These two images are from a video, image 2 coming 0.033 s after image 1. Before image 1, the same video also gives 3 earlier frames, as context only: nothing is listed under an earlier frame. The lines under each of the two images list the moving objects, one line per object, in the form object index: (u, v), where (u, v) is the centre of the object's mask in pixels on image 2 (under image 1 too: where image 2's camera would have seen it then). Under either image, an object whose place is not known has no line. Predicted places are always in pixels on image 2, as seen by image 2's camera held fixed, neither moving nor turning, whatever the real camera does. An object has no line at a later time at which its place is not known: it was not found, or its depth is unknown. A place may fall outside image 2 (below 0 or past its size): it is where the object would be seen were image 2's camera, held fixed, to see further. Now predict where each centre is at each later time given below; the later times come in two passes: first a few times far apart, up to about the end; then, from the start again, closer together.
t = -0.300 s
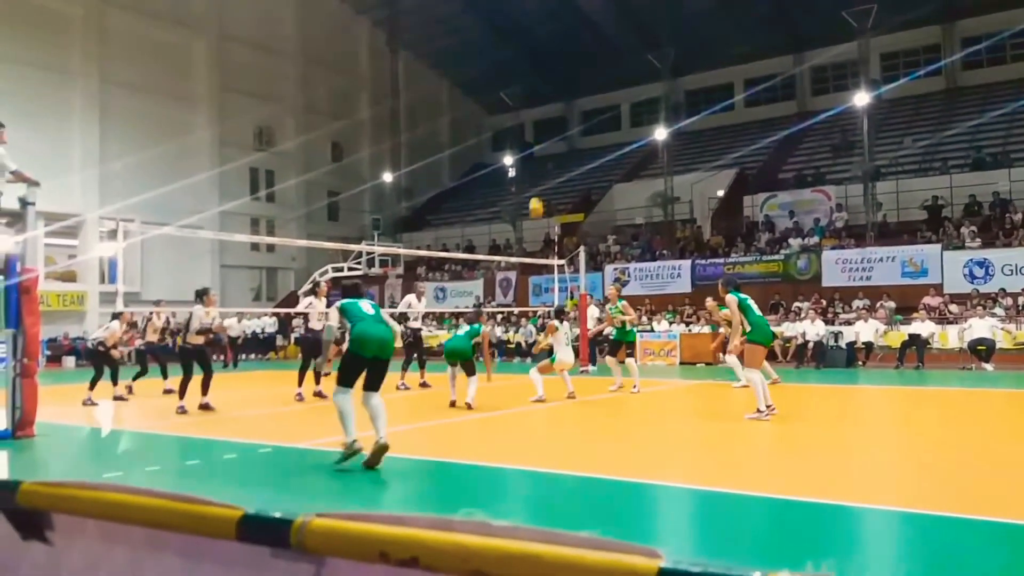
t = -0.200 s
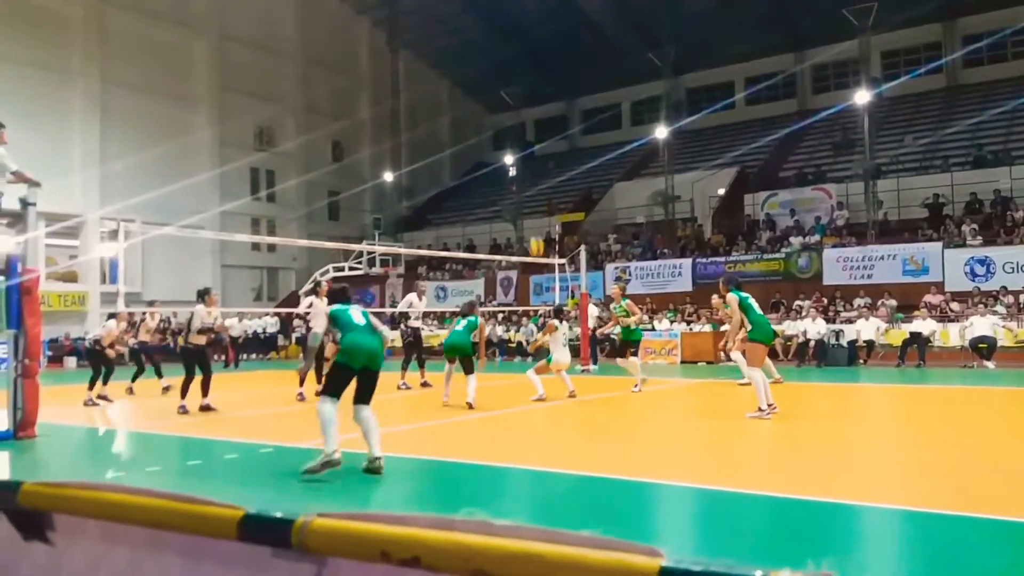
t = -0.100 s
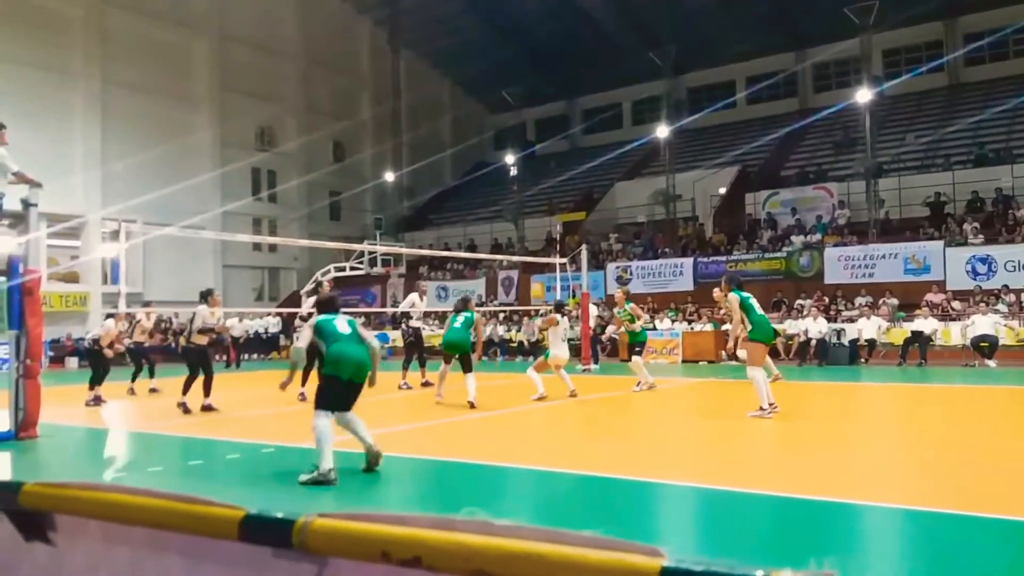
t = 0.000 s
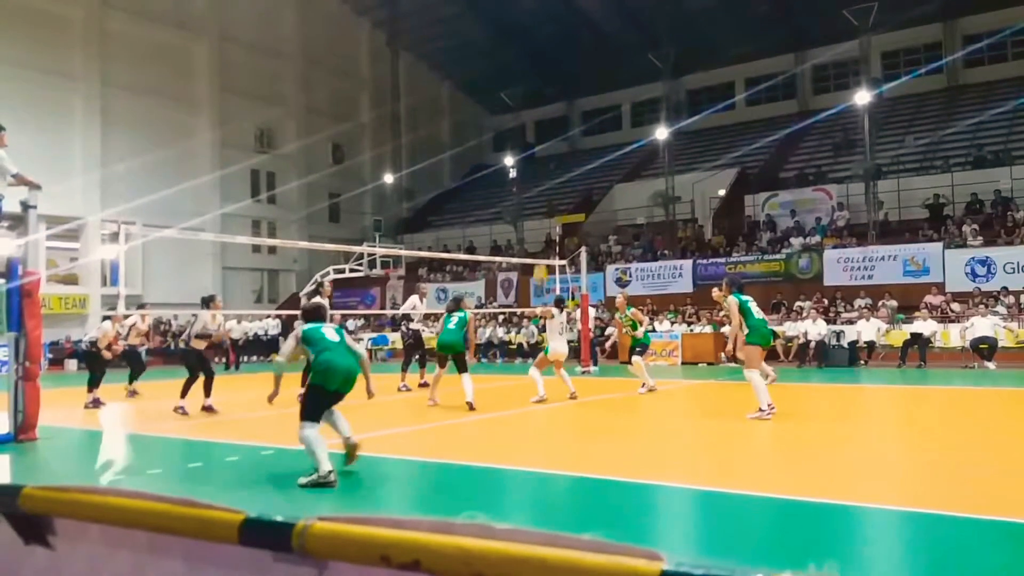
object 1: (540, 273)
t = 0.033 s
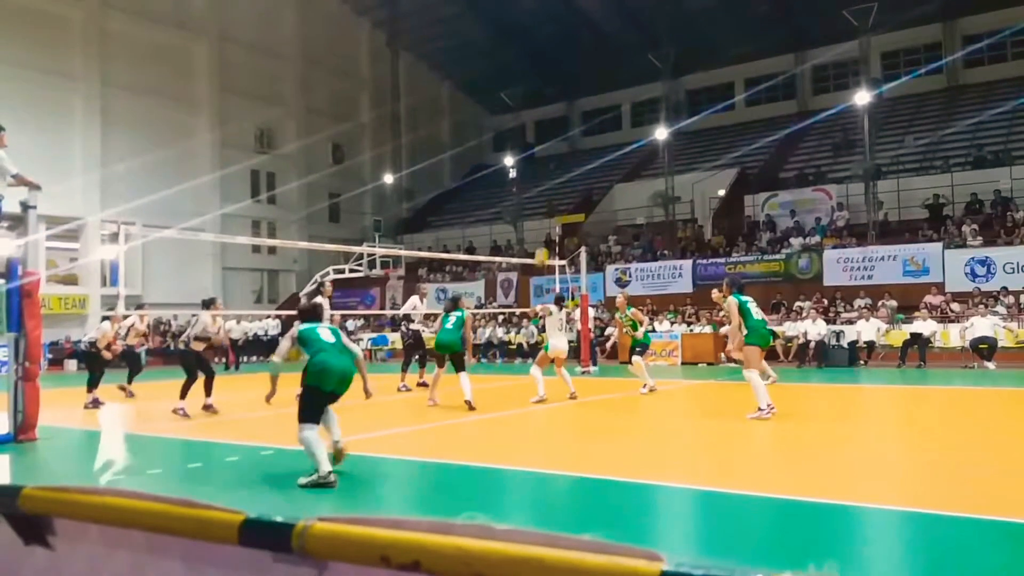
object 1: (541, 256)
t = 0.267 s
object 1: (551, 168)
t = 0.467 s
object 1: (560, 124)
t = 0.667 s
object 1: (567, 107)
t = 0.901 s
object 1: (578, 119)
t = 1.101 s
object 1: (587, 152)
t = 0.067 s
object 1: (543, 241)
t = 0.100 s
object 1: (544, 227)
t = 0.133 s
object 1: (545, 212)
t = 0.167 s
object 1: (547, 199)
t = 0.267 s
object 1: (551, 168)
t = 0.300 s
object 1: (552, 158)
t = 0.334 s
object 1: (554, 150)
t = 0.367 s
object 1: (556, 141)
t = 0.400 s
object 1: (557, 135)
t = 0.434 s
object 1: (558, 129)
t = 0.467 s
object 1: (560, 124)
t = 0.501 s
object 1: (561, 120)
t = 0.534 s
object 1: (562, 116)
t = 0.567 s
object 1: (563, 113)
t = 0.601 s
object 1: (565, 110)
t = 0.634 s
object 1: (566, 108)
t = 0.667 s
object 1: (567, 107)
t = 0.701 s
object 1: (569, 107)
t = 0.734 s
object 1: (570, 107)
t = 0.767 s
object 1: (572, 108)
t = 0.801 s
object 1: (573, 110)
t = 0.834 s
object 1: (575, 112)
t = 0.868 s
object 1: (576, 115)
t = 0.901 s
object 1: (578, 119)
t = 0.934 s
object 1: (579, 122)
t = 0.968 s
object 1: (581, 127)
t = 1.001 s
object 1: (582, 133)
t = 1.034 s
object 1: (584, 138)
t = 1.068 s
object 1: (586, 145)
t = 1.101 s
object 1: (587, 152)
